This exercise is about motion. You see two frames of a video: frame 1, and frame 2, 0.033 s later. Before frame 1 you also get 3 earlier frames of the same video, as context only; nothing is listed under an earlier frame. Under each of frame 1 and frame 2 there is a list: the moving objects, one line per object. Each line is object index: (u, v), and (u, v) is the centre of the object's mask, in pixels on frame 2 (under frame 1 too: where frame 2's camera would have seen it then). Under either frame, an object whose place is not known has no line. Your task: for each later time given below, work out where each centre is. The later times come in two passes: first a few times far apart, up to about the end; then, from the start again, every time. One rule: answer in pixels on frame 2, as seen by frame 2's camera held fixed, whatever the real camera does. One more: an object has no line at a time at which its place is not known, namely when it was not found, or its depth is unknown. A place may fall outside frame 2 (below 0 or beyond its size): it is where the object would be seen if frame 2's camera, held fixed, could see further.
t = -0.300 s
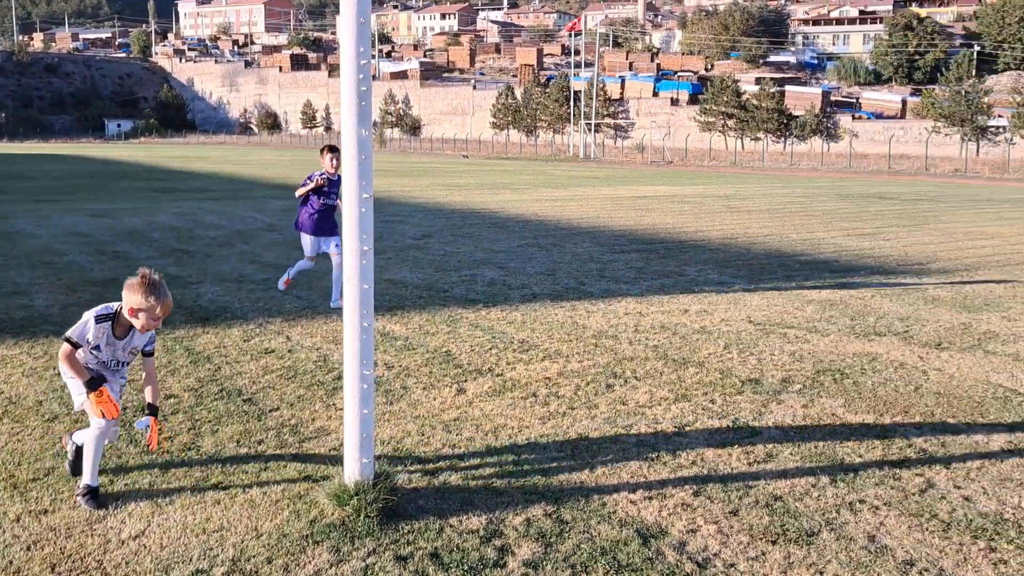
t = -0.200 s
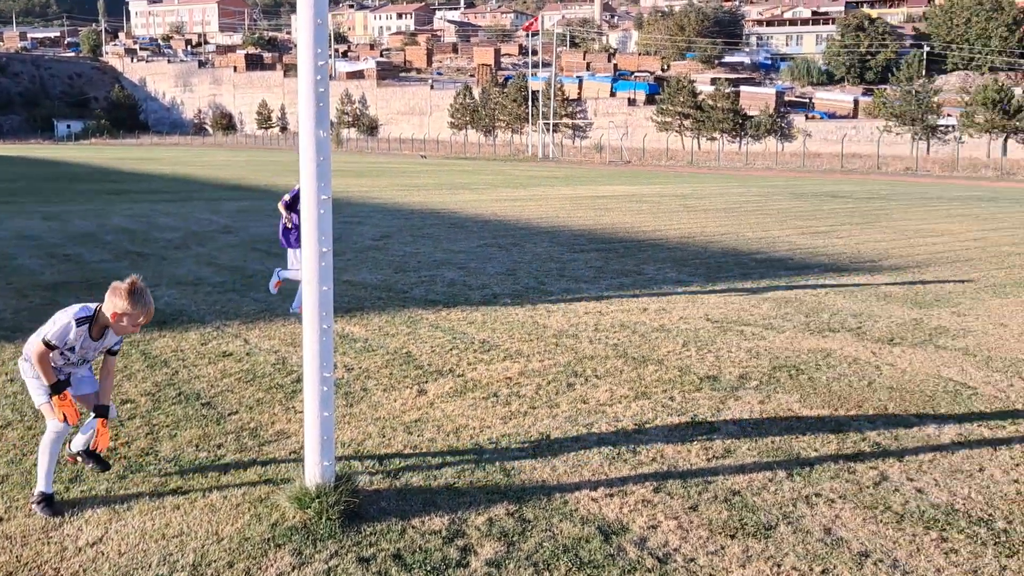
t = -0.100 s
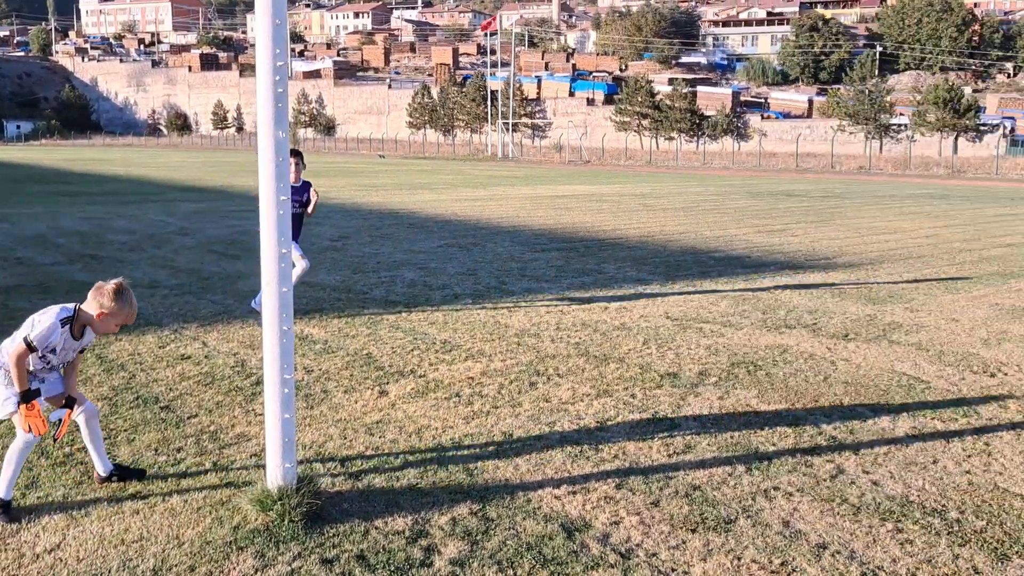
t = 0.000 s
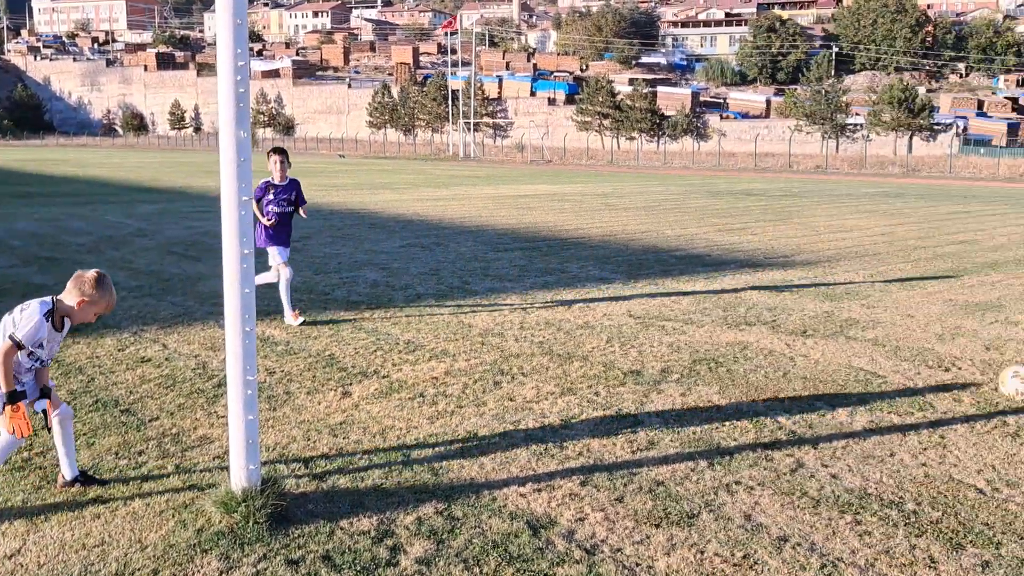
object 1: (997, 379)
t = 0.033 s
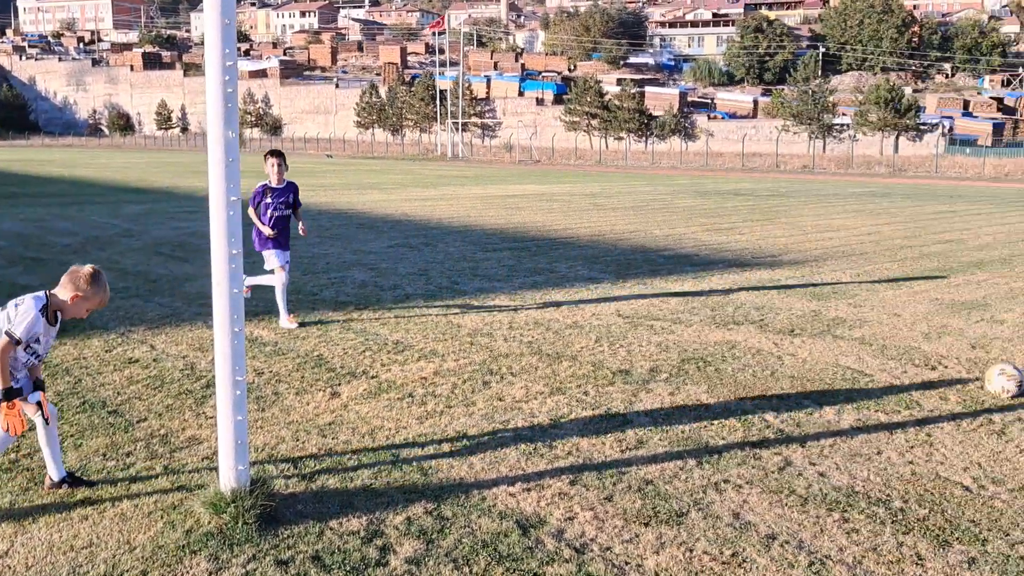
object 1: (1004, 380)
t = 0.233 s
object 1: (1012, 381)
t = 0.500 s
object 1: (1019, 382)
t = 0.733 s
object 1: (1022, 383)
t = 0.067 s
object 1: (1006, 380)
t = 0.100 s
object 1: (1007, 381)
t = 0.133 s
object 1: (1008, 381)
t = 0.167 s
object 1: (1009, 381)
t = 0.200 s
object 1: (1011, 381)
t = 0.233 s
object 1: (1012, 381)
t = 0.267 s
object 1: (1013, 382)
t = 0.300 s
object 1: (1014, 381)
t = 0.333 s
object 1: (1014, 381)
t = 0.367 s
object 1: (1016, 382)
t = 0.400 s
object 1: (1016, 382)
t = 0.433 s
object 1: (1017, 382)
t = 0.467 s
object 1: (1018, 382)
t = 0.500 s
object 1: (1019, 382)
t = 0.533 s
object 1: (1020, 382)
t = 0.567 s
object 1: (1020, 382)
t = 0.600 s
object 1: (1021, 382)
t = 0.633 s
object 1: (1022, 382)
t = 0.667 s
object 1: (1022, 382)
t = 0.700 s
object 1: (1022, 382)
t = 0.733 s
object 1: (1022, 383)
